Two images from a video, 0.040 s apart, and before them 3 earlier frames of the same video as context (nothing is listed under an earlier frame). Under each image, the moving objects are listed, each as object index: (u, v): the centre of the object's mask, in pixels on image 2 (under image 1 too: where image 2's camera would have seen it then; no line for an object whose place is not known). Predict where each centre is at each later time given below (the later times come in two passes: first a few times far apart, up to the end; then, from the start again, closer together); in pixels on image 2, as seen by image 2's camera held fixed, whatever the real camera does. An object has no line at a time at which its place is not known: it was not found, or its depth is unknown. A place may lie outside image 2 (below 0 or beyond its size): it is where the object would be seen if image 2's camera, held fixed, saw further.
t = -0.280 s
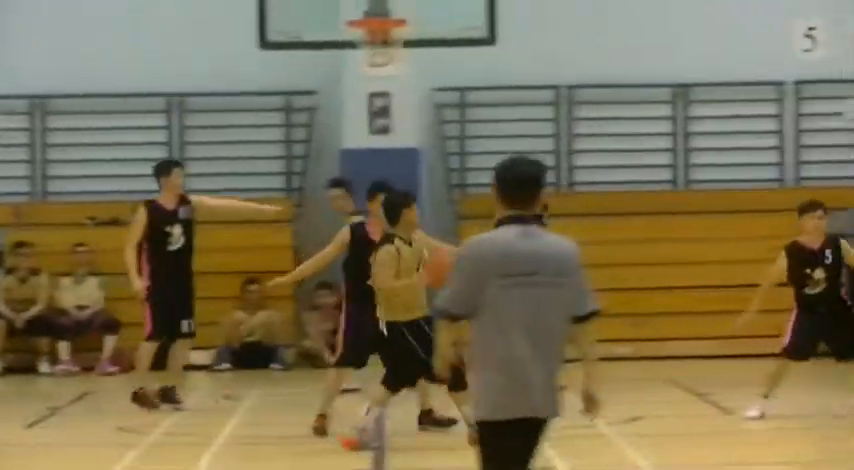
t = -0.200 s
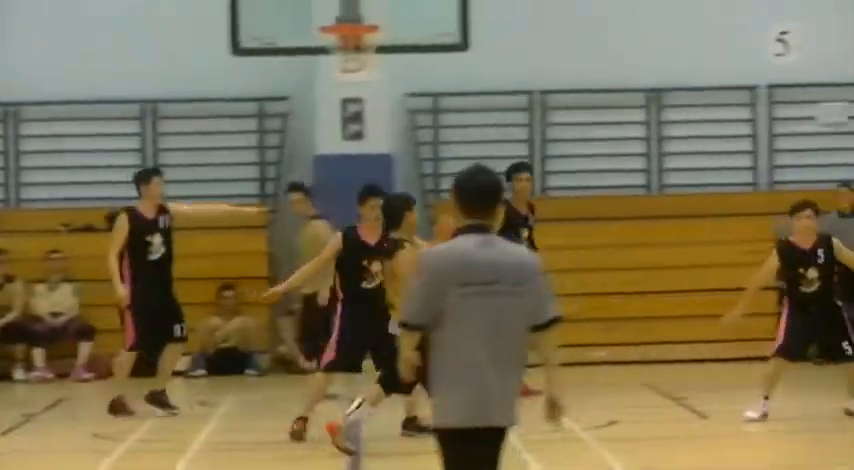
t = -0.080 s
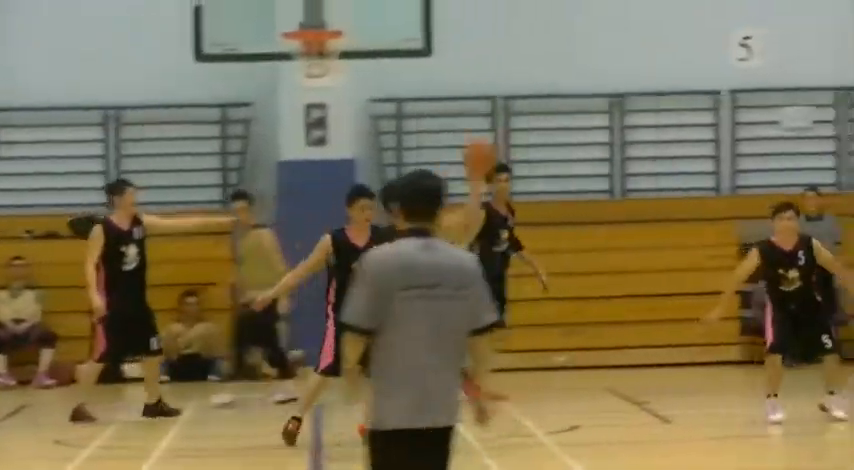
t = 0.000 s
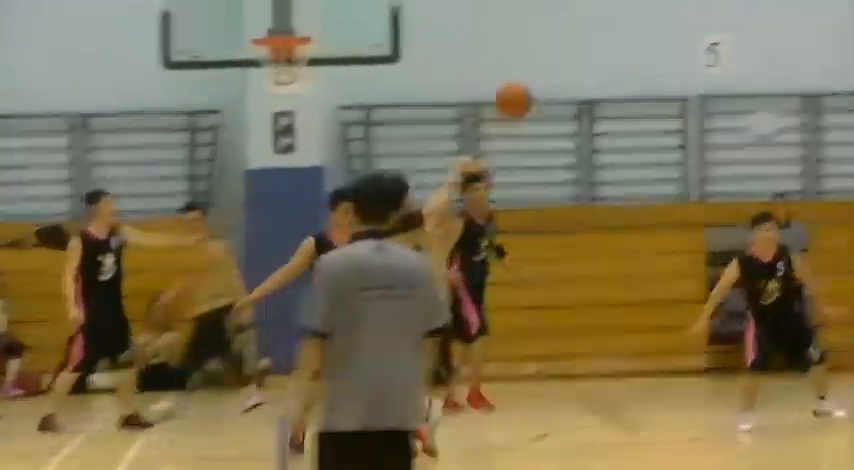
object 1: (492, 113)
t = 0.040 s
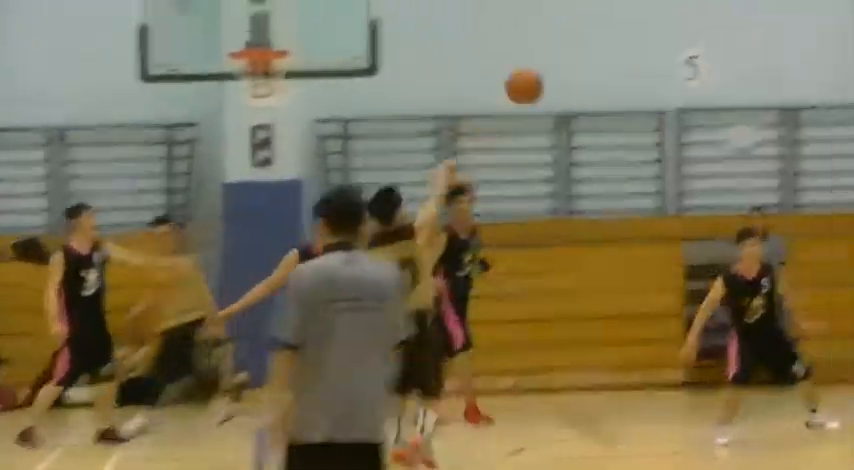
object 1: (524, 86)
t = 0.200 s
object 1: (646, 9)
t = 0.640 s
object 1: (925, -18)
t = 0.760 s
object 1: (986, 17)
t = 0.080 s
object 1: (555, 62)
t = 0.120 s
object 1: (588, 42)
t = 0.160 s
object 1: (618, 23)
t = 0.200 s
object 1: (646, 9)
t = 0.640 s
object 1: (925, -18)
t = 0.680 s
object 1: (946, -9)
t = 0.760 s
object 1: (986, 17)
